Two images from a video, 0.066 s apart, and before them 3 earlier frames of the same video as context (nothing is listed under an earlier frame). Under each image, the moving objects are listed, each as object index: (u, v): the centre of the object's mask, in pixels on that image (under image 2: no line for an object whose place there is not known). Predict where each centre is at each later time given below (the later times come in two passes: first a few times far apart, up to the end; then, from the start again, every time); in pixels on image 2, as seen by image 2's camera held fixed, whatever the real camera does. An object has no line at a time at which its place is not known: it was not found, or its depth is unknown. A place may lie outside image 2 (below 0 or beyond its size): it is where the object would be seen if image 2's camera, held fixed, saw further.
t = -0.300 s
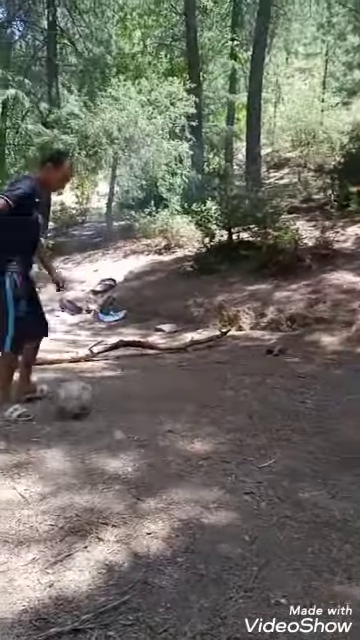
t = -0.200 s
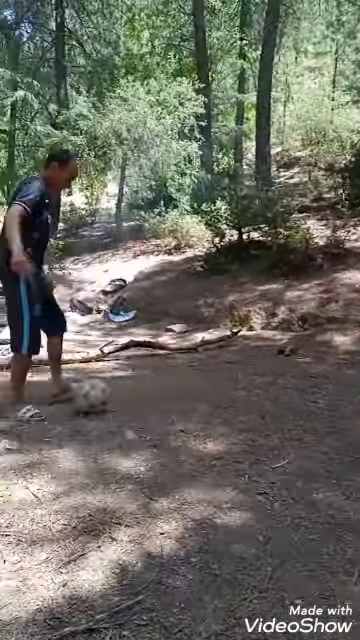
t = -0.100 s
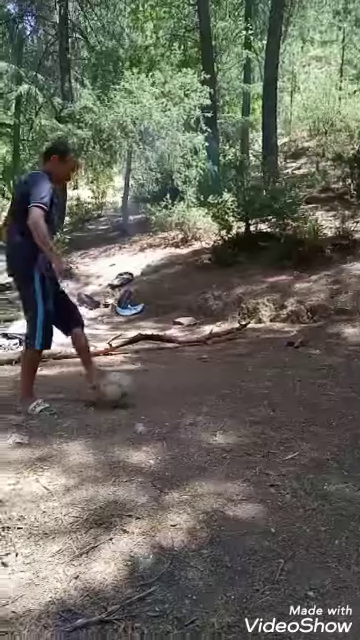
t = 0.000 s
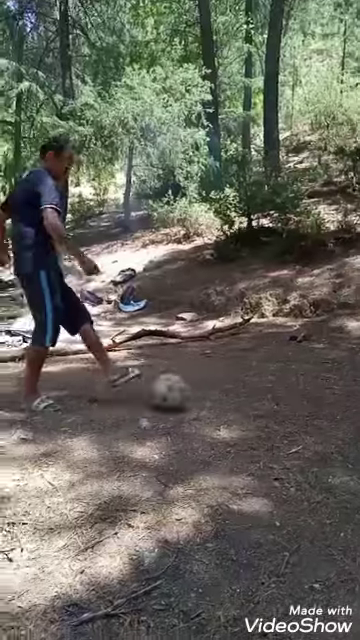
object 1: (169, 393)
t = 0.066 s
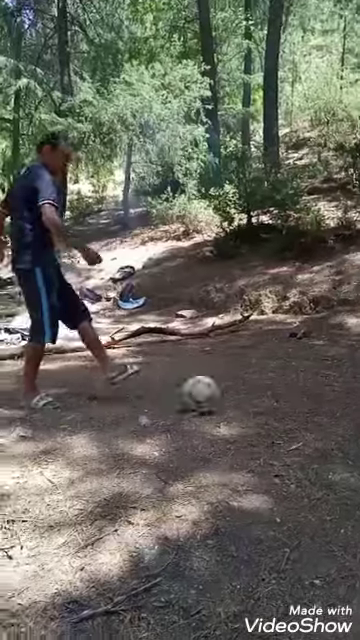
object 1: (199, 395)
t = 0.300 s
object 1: (296, 406)
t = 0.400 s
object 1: (334, 410)
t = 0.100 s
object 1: (214, 397)
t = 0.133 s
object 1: (228, 399)
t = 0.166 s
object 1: (242, 401)
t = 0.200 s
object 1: (257, 404)
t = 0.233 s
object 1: (269, 404)
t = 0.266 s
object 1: (284, 404)
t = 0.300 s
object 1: (296, 406)
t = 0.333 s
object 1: (309, 408)
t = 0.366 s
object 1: (321, 409)
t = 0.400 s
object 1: (334, 410)
